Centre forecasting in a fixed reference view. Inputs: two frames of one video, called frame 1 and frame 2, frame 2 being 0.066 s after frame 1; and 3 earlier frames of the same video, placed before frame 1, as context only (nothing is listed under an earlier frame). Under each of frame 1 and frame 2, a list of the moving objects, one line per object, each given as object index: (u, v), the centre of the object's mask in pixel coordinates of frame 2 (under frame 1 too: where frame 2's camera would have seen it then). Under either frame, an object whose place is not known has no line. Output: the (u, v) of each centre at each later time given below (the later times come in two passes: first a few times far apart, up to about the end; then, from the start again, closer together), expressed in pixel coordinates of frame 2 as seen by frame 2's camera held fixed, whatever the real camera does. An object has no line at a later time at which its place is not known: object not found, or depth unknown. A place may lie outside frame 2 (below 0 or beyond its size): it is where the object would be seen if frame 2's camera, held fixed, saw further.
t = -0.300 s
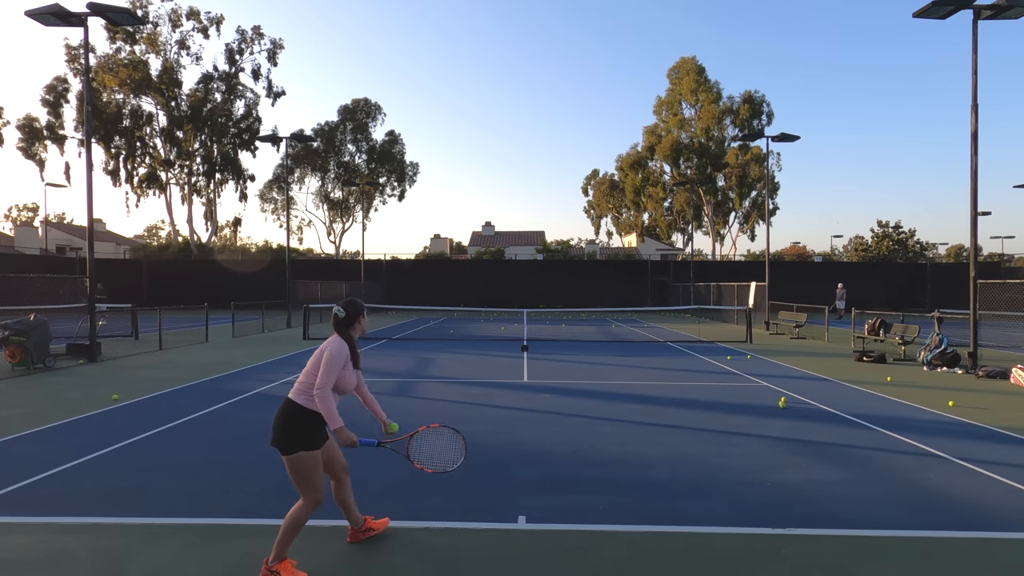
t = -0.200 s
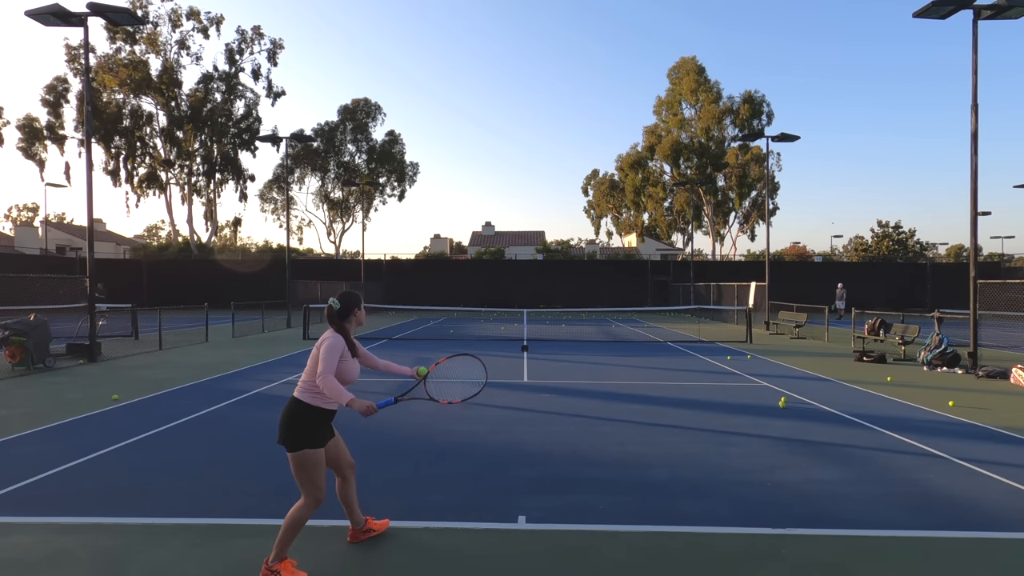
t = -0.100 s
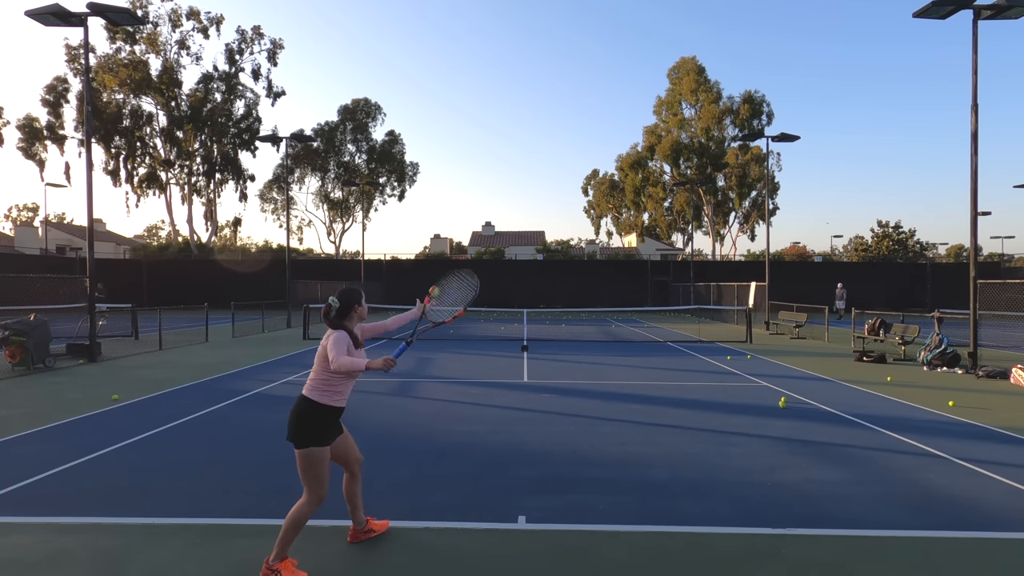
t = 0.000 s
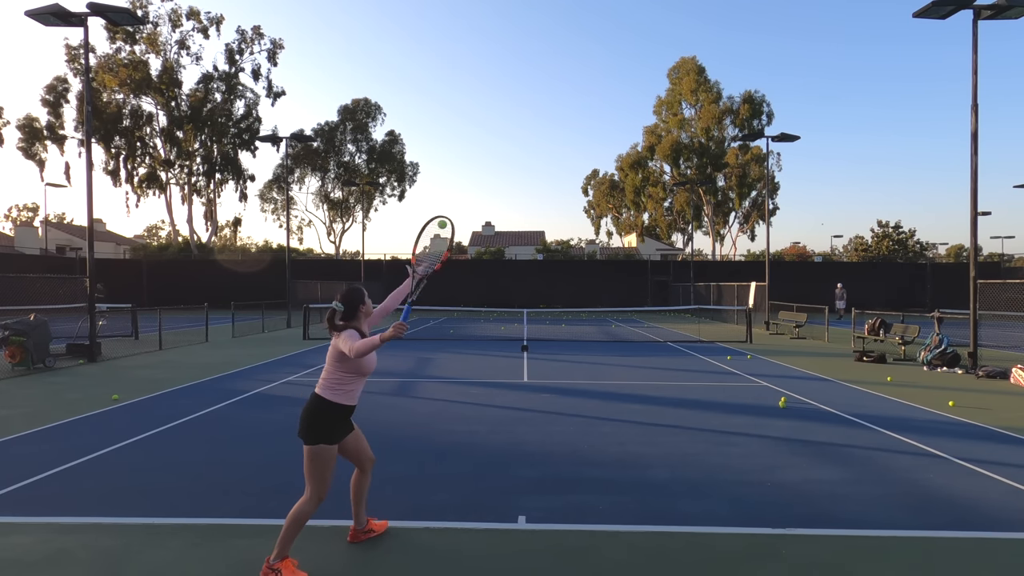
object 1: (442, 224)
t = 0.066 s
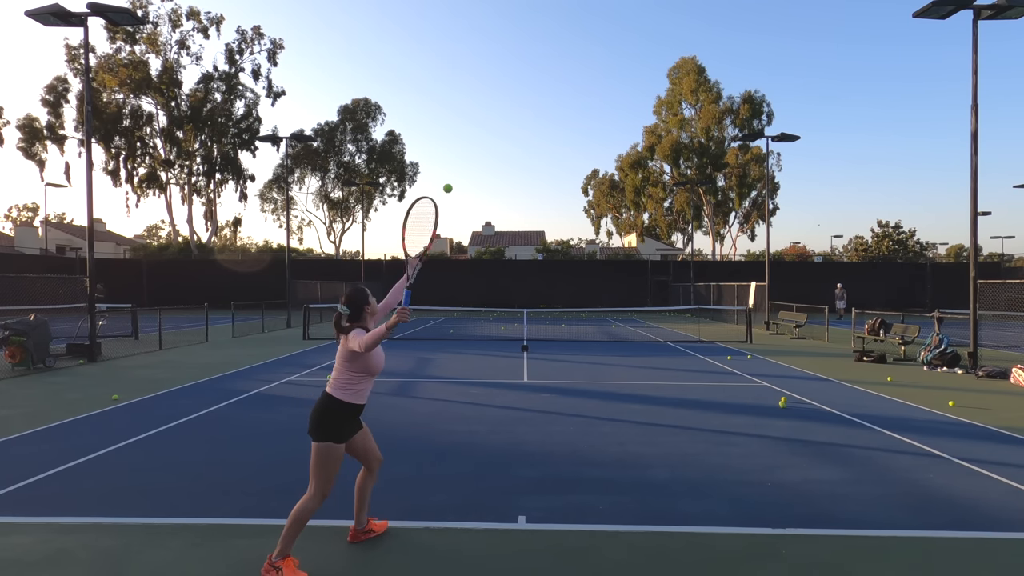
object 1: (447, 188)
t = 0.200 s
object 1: (458, 136)
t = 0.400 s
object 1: (475, 105)
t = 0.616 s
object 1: (491, 131)
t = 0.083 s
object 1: (449, 180)
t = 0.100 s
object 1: (450, 172)
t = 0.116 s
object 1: (452, 165)
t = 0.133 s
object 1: (453, 159)
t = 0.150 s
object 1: (454, 152)
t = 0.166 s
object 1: (456, 146)
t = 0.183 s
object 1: (457, 141)
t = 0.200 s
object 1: (458, 136)
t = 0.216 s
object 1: (460, 131)
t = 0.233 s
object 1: (461, 127)
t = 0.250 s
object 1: (463, 123)
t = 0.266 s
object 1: (464, 120)
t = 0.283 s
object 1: (465, 116)
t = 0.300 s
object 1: (467, 114)
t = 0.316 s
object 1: (468, 111)
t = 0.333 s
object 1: (469, 109)
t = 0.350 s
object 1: (471, 108)
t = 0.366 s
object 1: (472, 107)
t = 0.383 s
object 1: (473, 106)
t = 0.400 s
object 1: (475, 105)
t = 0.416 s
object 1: (476, 105)
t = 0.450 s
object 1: (479, 106)
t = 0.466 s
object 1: (480, 107)
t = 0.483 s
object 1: (481, 108)
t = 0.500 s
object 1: (482, 110)
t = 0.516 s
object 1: (484, 112)
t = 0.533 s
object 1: (485, 114)
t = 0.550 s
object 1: (486, 117)
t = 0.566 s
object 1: (487, 120)
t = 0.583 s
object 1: (489, 123)
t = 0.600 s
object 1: (490, 127)
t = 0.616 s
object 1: (491, 131)
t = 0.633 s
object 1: (492, 135)
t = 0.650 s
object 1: (493, 140)
